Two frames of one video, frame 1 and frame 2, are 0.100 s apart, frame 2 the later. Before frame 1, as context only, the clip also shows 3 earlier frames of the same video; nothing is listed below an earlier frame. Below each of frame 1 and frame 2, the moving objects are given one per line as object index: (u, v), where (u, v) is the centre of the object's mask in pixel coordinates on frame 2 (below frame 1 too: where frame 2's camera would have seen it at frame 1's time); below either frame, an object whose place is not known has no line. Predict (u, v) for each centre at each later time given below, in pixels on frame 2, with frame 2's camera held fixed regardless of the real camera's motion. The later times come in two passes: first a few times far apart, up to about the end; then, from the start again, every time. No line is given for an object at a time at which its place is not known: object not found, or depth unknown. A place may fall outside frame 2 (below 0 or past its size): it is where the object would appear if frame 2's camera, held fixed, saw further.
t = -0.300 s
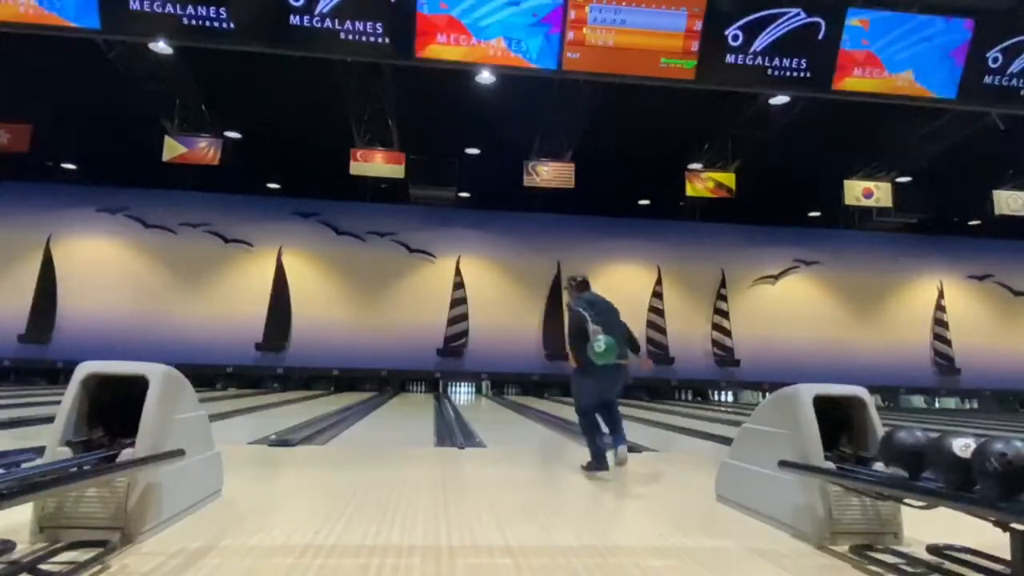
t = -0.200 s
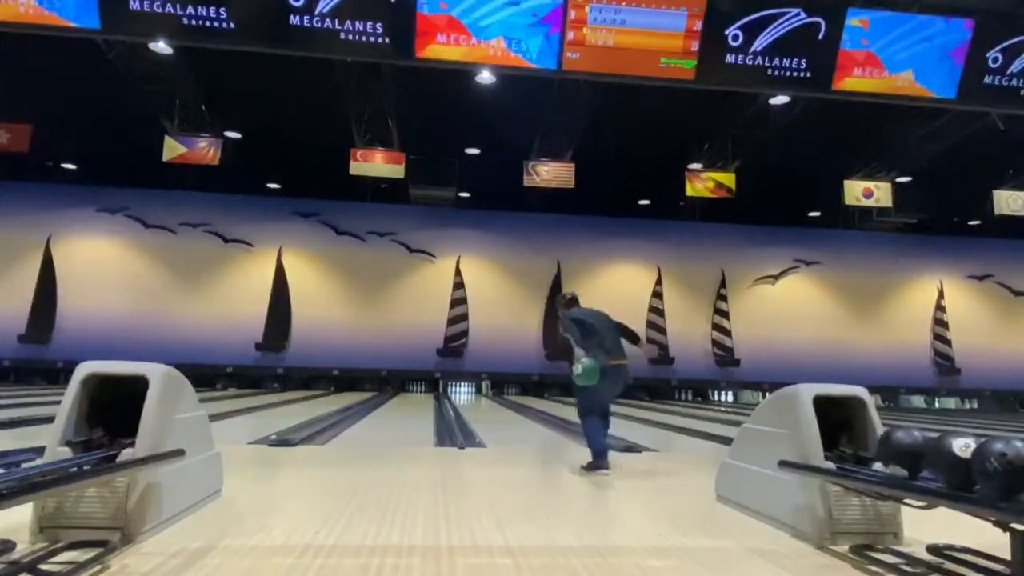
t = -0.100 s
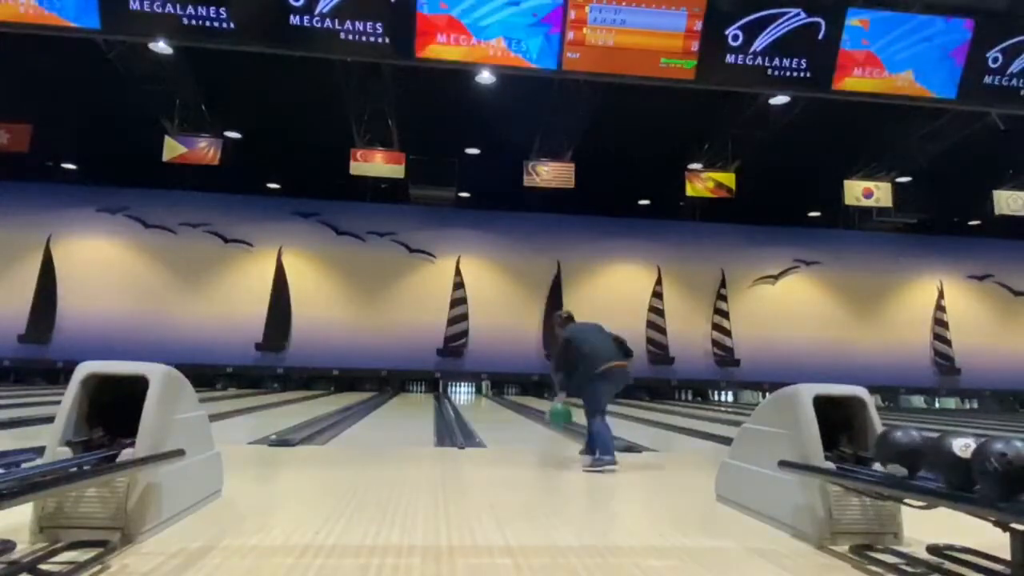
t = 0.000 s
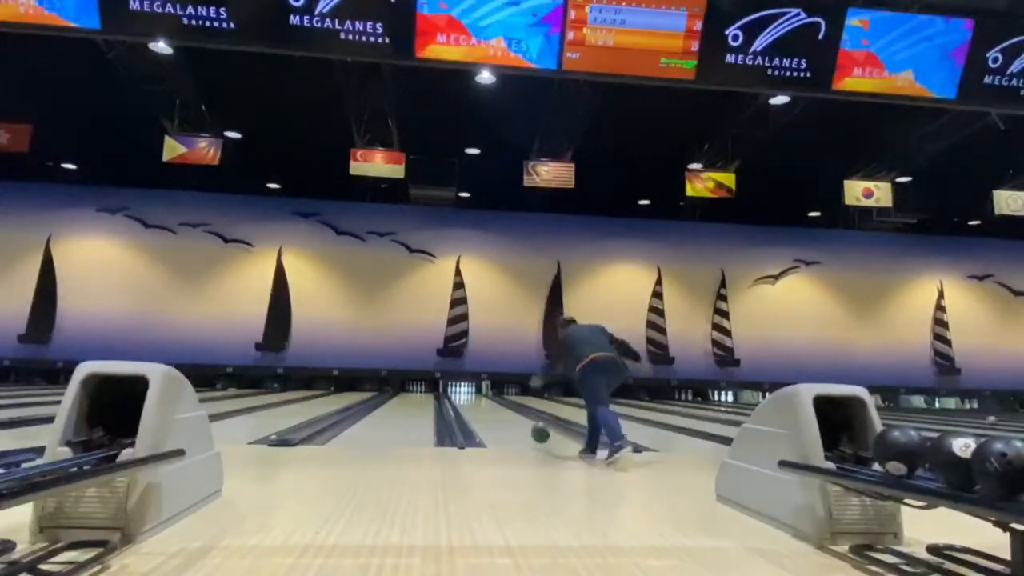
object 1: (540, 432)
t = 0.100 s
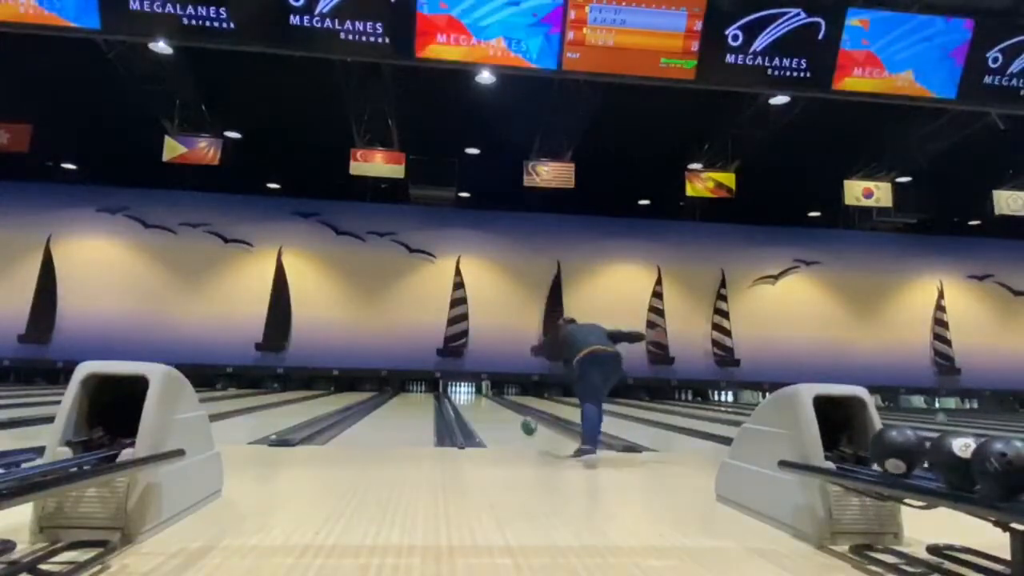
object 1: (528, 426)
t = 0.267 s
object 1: (516, 414)
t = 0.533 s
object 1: (505, 402)
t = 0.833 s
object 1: (496, 398)
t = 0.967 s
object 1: (492, 396)
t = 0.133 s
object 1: (525, 423)
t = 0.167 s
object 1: (521, 420)
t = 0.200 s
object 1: (519, 418)
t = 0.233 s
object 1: (518, 416)
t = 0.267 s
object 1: (516, 414)
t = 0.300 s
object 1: (513, 412)
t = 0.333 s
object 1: (512, 410)
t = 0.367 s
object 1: (510, 409)
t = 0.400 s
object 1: (509, 407)
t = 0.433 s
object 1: (508, 406)
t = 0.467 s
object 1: (507, 404)
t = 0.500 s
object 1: (506, 404)
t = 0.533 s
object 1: (505, 402)
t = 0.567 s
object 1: (504, 402)
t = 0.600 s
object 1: (504, 401)
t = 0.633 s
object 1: (502, 400)
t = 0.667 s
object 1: (501, 399)
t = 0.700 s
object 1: (501, 400)
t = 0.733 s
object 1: (501, 399)
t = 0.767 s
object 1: (498, 399)
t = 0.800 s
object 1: (498, 399)
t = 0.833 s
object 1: (496, 398)
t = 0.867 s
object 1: (495, 397)
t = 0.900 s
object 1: (492, 397)
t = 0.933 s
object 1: (492, 396)
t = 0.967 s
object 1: (492, 396)
